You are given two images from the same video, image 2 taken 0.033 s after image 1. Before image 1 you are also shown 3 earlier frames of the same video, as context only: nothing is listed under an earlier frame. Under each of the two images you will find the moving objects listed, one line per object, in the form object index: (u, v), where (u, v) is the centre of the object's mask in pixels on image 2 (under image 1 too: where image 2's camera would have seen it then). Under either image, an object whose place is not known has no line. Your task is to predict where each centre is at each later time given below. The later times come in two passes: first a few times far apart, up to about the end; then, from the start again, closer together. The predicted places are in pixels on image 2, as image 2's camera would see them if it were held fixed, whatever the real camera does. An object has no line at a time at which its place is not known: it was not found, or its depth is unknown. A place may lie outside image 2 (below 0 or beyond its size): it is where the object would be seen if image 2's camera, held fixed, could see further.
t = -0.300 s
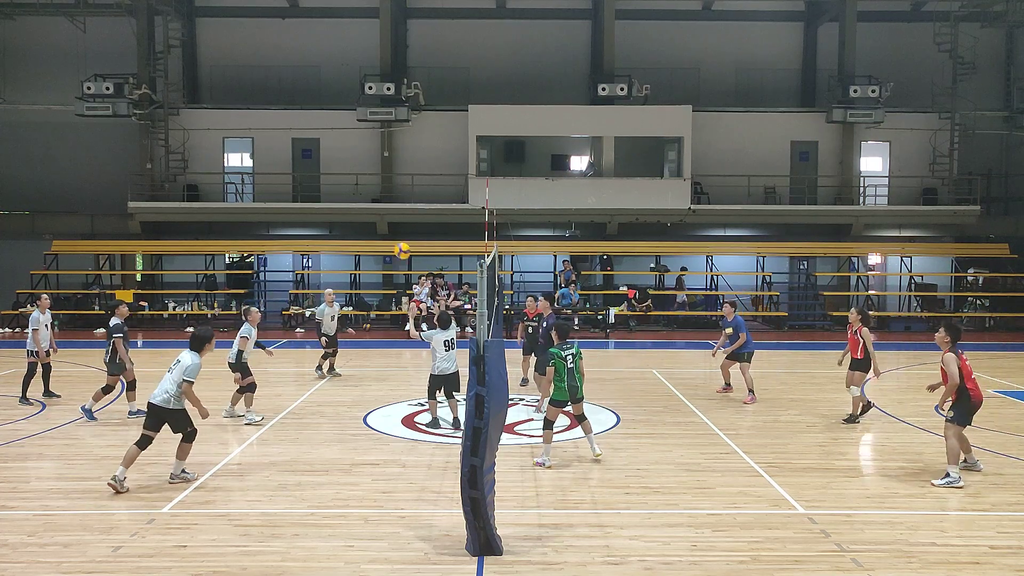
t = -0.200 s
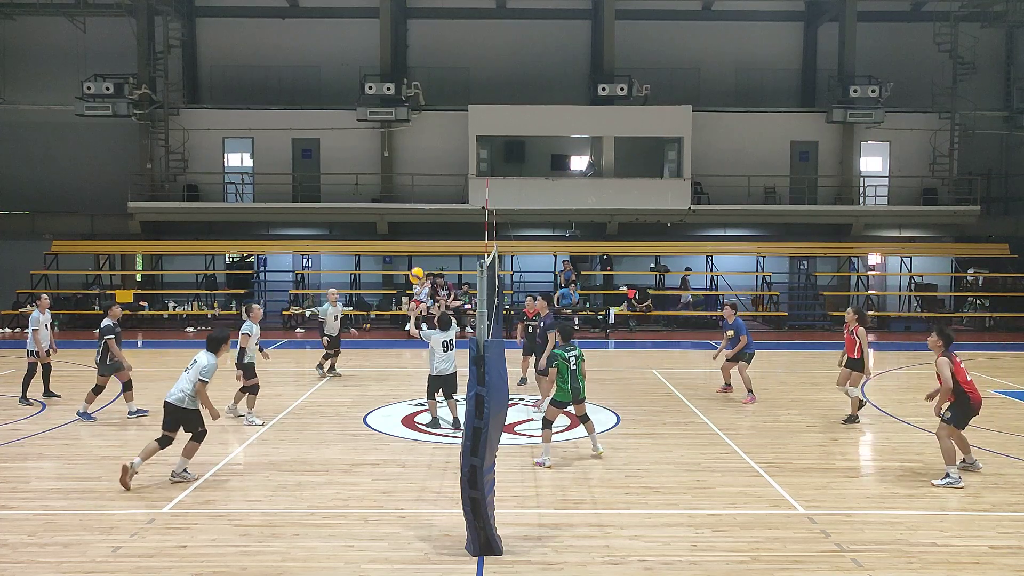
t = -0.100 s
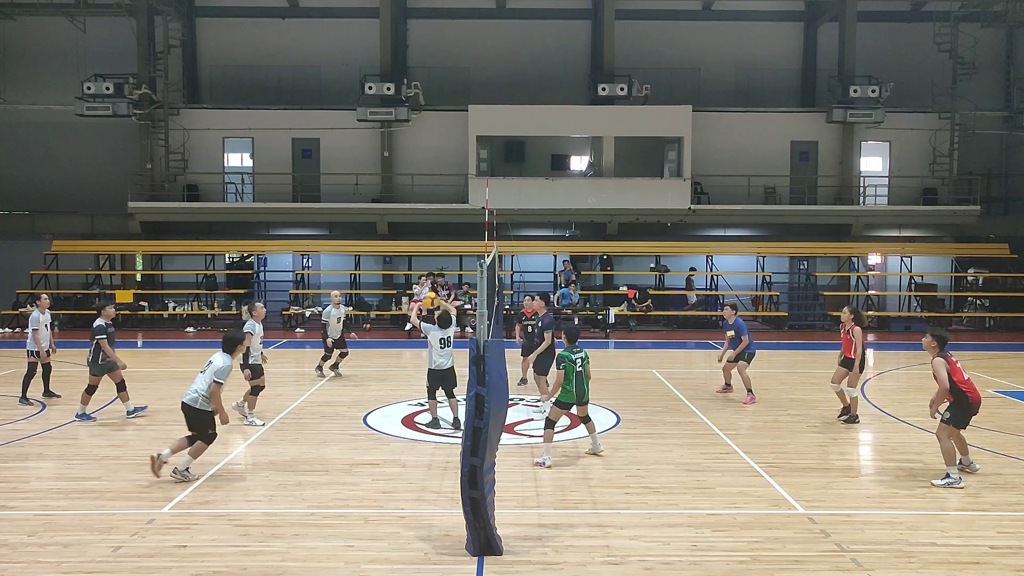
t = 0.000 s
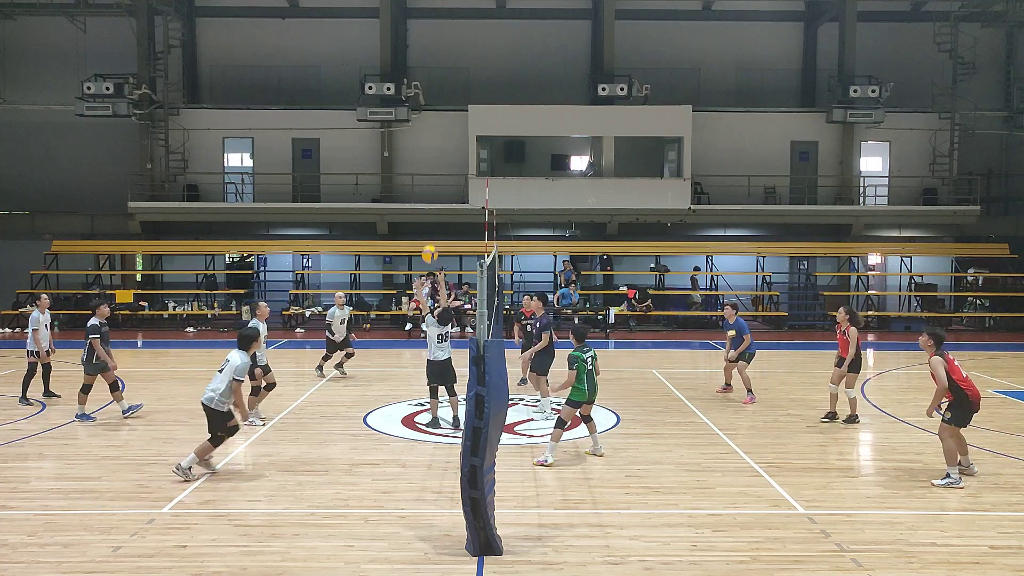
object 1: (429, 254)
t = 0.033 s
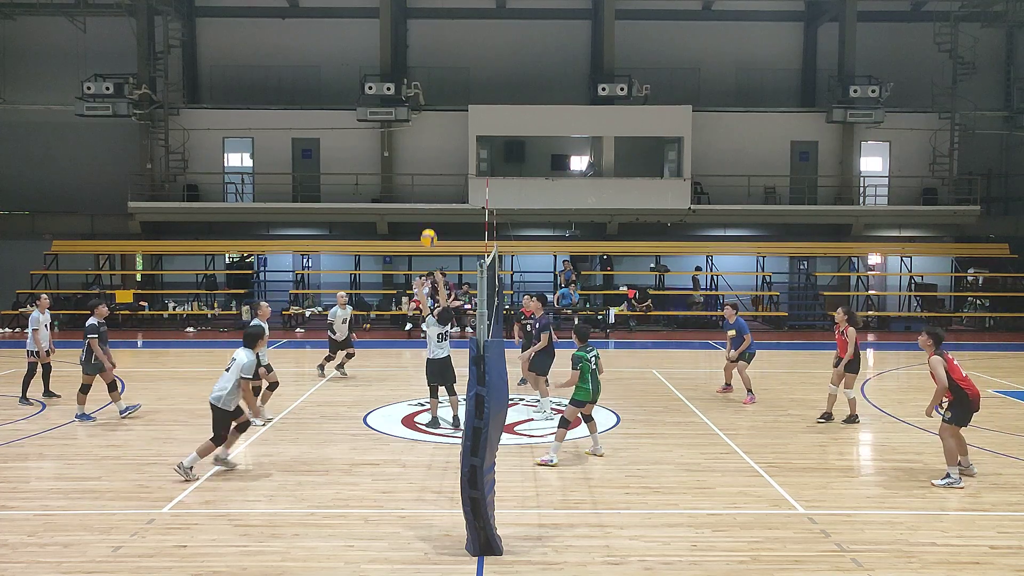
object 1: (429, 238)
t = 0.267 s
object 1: (423, 149)
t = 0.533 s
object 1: (416, 93)
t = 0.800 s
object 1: (410, 94)
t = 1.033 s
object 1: (404, 146)
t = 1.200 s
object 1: (400, 214)
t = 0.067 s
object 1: (428, 223)
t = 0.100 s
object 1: (427, 209)
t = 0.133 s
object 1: (426, 195)
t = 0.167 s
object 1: (426, 182)
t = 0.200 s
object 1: (425, 170)
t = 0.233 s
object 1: (424, 159)
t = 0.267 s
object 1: (423, 149)
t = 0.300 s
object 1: (422, 139)
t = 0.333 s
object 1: (421, 130)
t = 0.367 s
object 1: (420, 121)
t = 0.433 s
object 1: (419, 108)
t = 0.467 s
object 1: (418, 102)
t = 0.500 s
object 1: (417, 97)
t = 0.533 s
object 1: (416, 93)
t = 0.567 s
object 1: (416, 91)
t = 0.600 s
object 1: (415, 88)
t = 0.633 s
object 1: (414, 87)
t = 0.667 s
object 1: (413, 87)
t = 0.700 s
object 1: (412, 87)
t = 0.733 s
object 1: (411, 89)
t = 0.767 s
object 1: (411, 91)
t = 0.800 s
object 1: (410, 94)
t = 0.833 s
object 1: (409, 99)
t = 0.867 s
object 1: (408, 104)
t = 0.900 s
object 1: (407, 110)
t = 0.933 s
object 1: (406, 117)
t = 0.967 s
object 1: (406, 126)
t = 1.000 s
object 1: (405, 135)
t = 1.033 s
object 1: (404, 146)
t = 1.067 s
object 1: (403, 157)
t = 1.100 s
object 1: (402, 169)
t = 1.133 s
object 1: (401, 183)
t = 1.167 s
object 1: (401, 198)
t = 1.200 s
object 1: (400, 214)
